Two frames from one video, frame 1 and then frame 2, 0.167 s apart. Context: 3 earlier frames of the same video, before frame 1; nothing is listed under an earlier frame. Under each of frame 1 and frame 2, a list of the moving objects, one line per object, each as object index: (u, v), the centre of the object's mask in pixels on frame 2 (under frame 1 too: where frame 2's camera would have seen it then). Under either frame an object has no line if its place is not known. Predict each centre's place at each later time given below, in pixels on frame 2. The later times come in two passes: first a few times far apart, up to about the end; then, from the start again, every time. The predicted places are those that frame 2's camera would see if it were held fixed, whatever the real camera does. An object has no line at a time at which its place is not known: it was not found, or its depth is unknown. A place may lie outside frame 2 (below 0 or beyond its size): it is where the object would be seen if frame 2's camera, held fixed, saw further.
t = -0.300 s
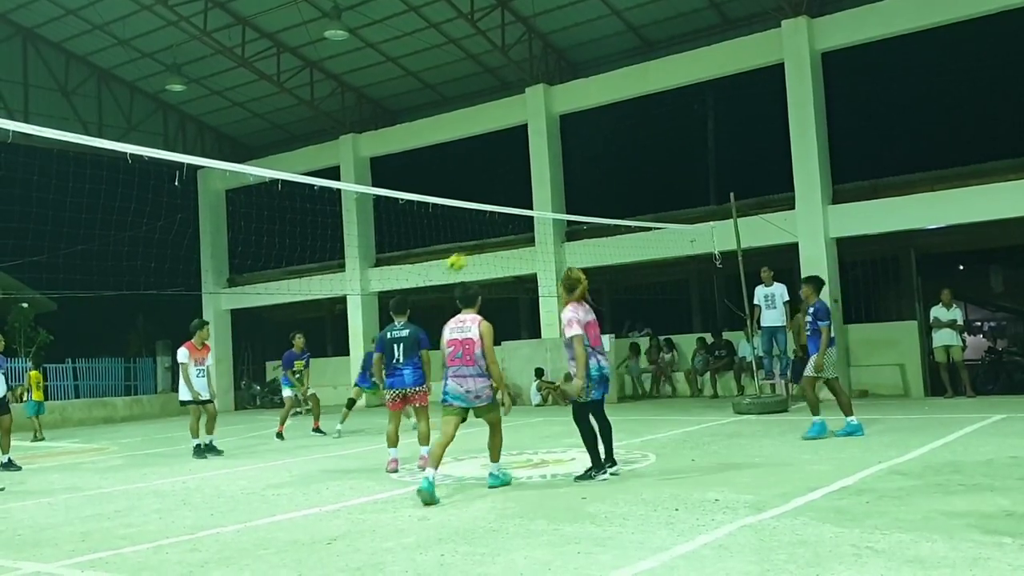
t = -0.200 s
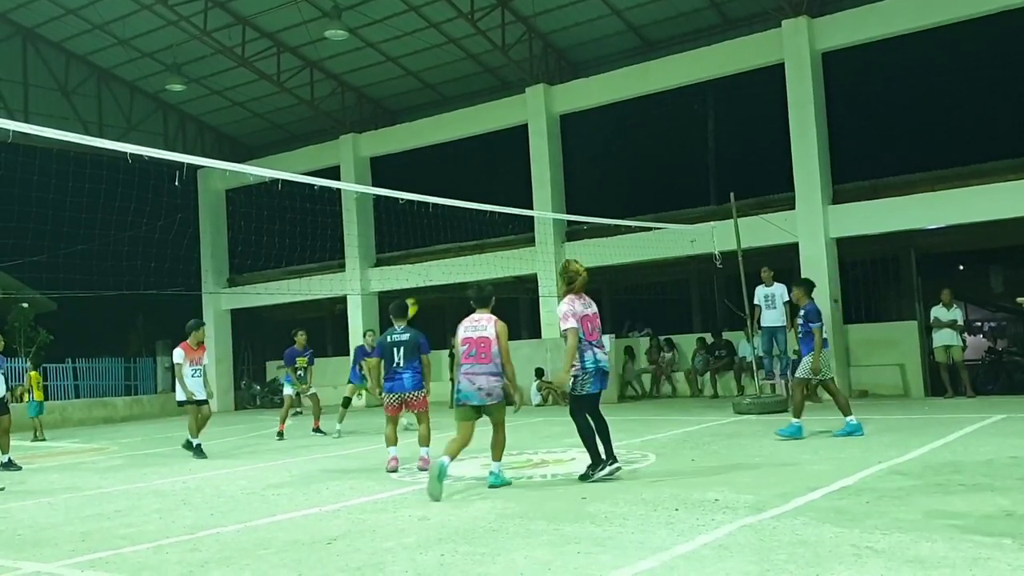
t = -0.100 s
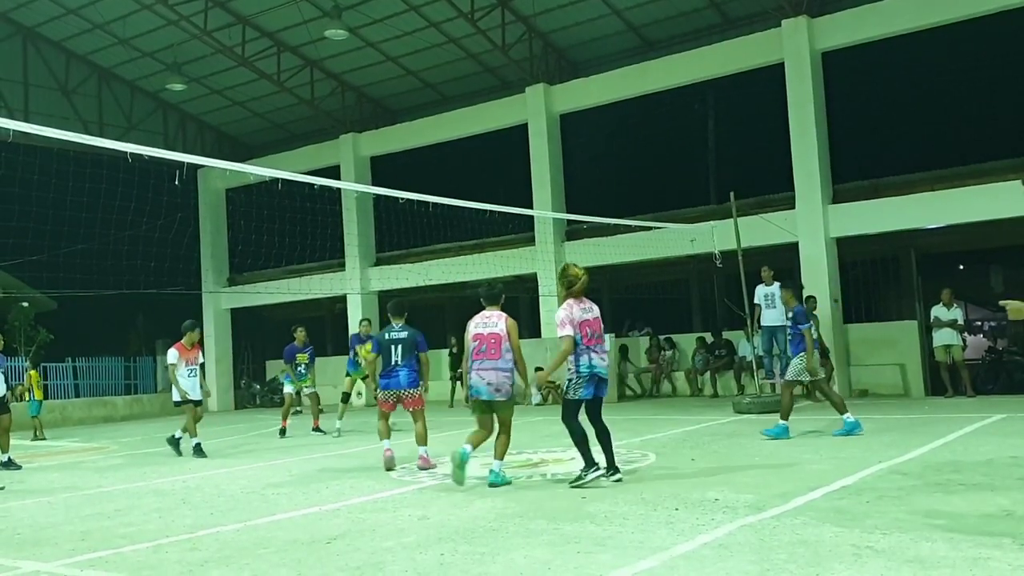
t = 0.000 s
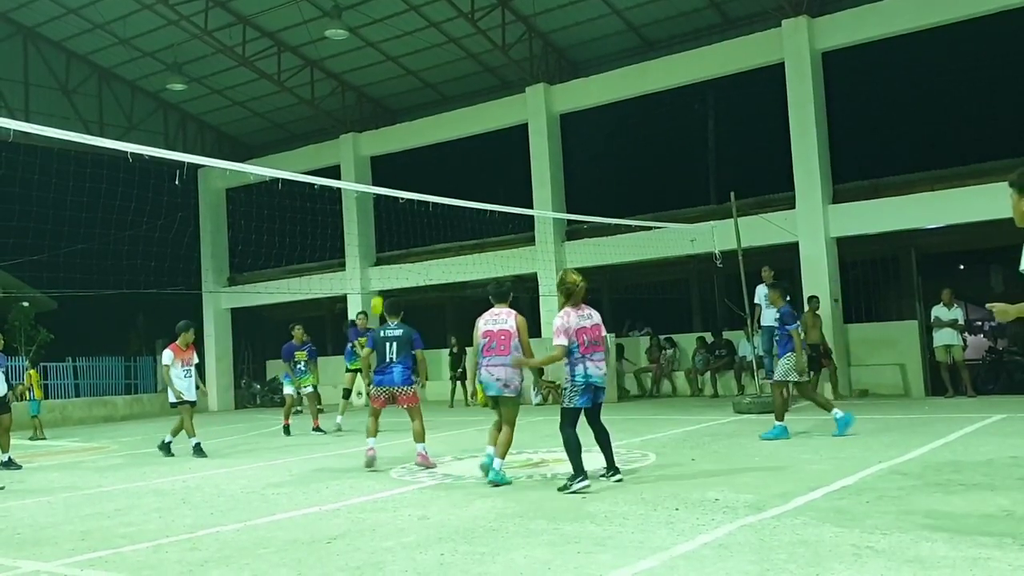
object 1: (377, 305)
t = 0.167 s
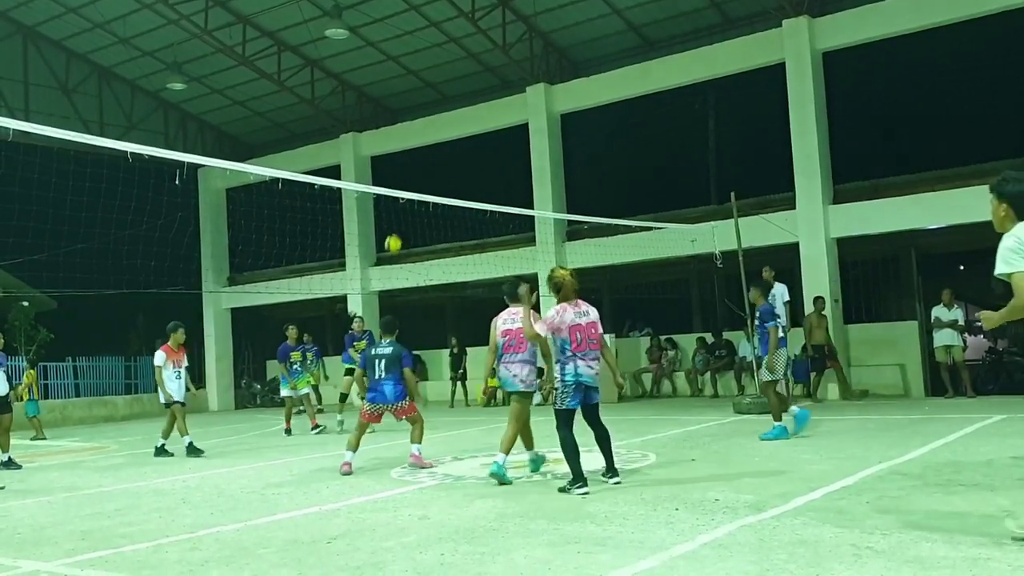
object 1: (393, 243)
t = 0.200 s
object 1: (396, 233)
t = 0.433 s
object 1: (418, 181)
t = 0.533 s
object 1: (429, 169)
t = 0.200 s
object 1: (396, 233)
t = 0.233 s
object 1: (399, 224)
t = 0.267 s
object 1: (402, 214)
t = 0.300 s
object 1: (405, 207)
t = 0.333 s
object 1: (408, 202)
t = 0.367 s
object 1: (412, 191)
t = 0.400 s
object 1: (416, 184)
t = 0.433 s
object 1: (418, 181)
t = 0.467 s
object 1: (422, 176)
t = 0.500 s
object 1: (425, 172)
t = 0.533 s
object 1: (429, 169)
